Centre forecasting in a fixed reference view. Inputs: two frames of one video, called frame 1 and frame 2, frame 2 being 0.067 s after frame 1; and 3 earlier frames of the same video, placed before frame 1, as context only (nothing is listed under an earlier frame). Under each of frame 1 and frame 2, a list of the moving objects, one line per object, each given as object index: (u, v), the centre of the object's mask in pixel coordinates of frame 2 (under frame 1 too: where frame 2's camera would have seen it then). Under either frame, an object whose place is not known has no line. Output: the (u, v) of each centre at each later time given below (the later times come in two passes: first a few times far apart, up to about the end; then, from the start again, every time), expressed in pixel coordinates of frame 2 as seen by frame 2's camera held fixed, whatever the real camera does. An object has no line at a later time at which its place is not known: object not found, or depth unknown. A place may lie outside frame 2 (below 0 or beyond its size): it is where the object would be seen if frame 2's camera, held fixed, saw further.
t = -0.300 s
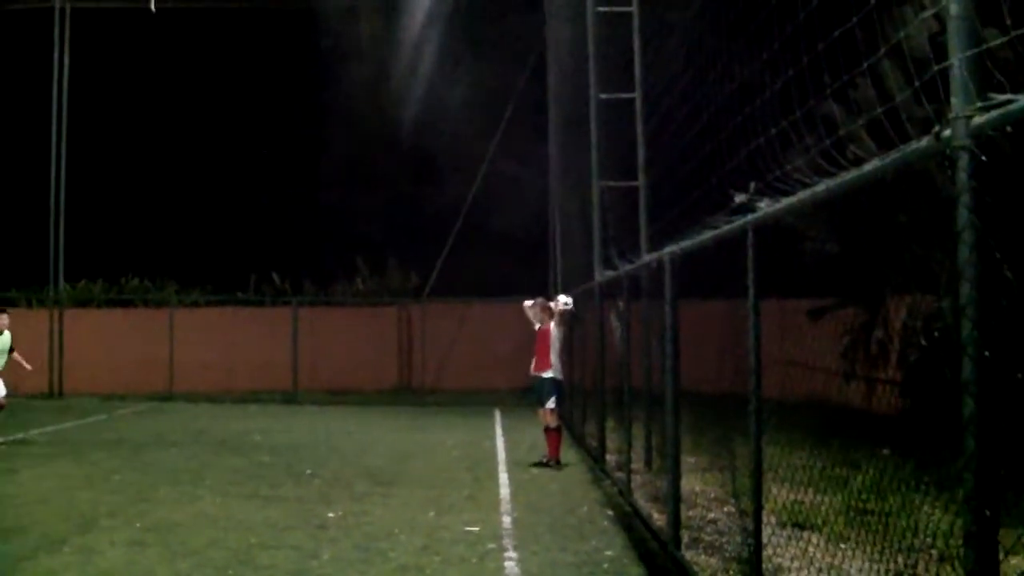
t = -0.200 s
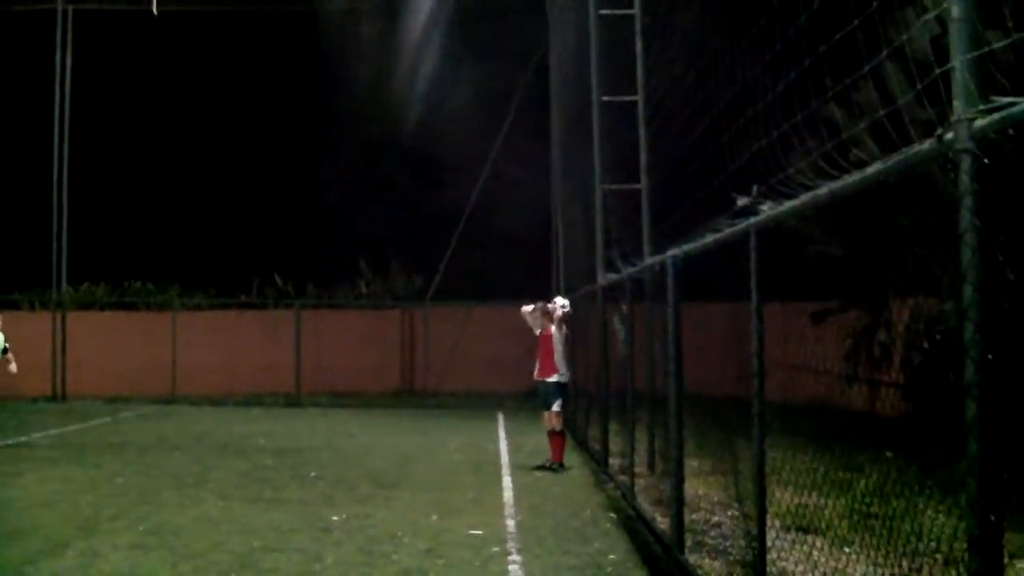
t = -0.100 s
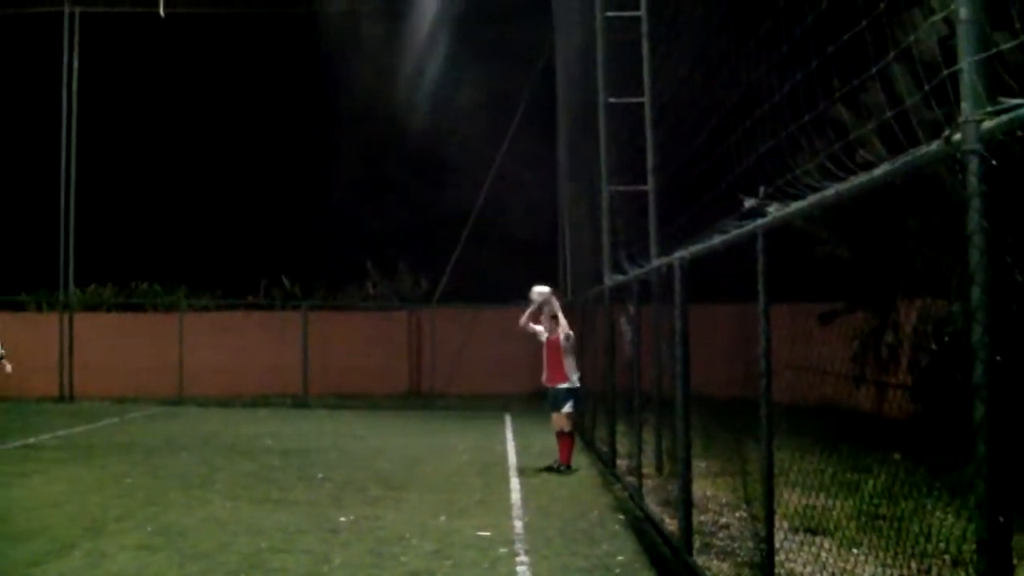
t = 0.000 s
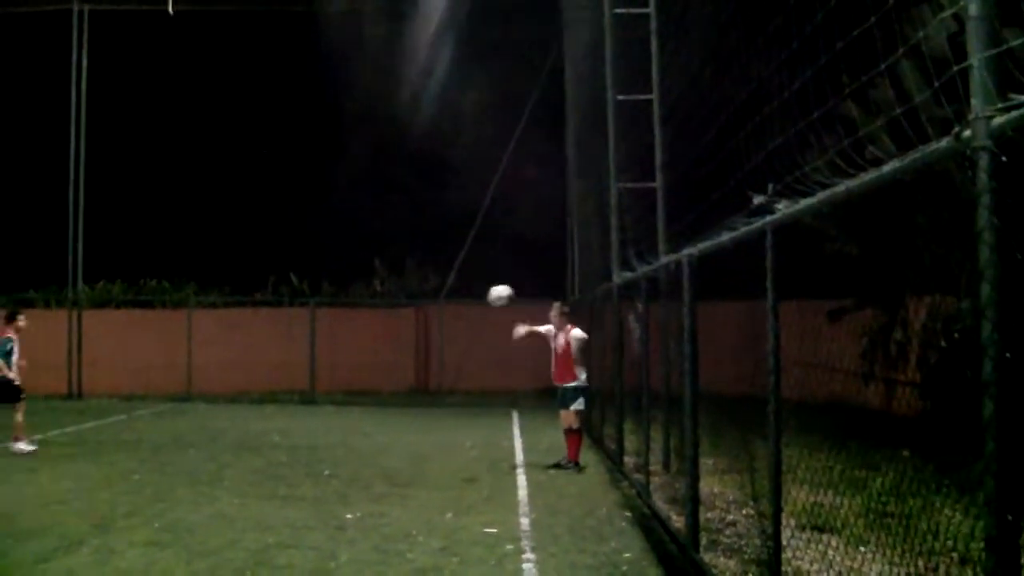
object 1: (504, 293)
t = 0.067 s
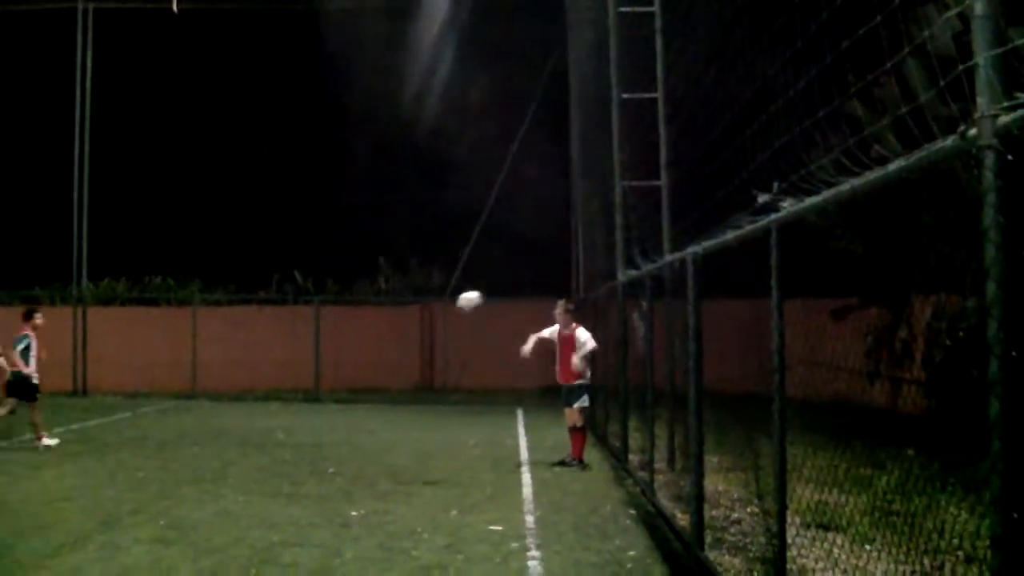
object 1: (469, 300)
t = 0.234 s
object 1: (374, 343)
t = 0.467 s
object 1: (214, 465)
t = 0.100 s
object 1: (451, 306)
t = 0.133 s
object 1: (434, 315)
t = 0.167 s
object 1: (415, 322)
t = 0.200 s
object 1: (394, 333)
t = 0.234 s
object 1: (374, 343)
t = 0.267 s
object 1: (354, 356)
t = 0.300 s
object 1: (333, 370)
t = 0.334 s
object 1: (310, 386)
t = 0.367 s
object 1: (288, 402)
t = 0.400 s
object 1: (266, 422)
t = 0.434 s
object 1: (240, 442)
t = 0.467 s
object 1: (214, 465)
